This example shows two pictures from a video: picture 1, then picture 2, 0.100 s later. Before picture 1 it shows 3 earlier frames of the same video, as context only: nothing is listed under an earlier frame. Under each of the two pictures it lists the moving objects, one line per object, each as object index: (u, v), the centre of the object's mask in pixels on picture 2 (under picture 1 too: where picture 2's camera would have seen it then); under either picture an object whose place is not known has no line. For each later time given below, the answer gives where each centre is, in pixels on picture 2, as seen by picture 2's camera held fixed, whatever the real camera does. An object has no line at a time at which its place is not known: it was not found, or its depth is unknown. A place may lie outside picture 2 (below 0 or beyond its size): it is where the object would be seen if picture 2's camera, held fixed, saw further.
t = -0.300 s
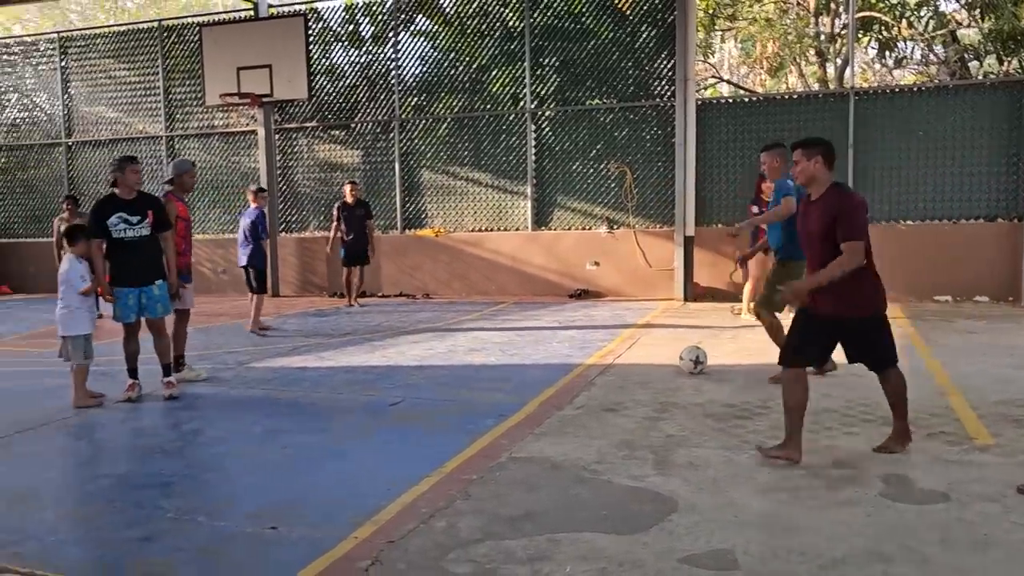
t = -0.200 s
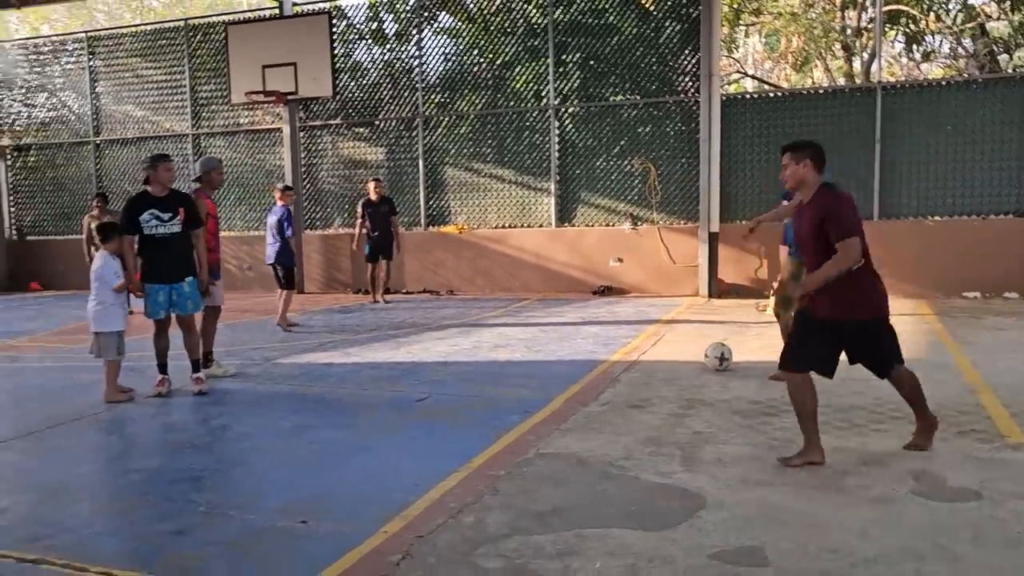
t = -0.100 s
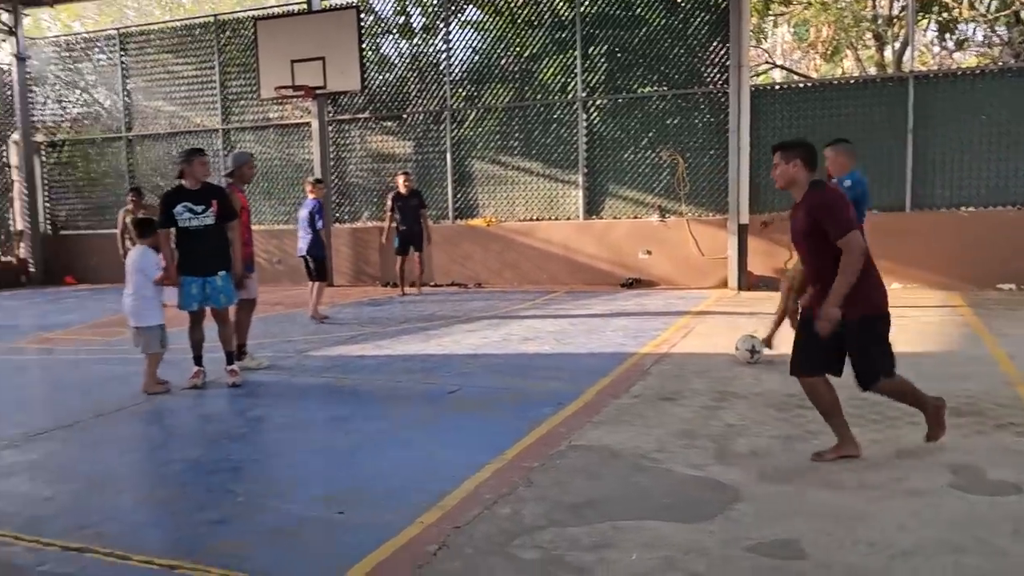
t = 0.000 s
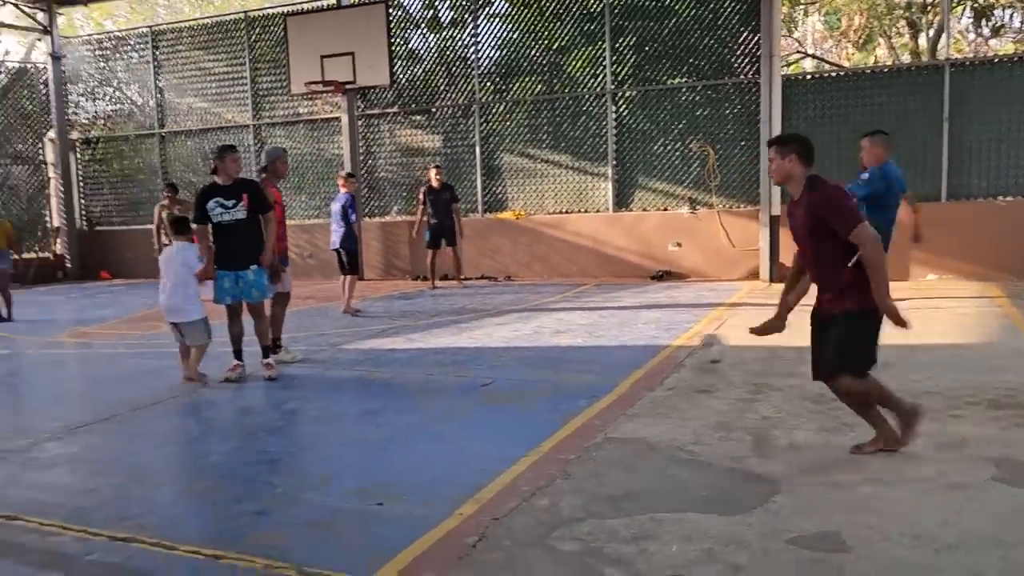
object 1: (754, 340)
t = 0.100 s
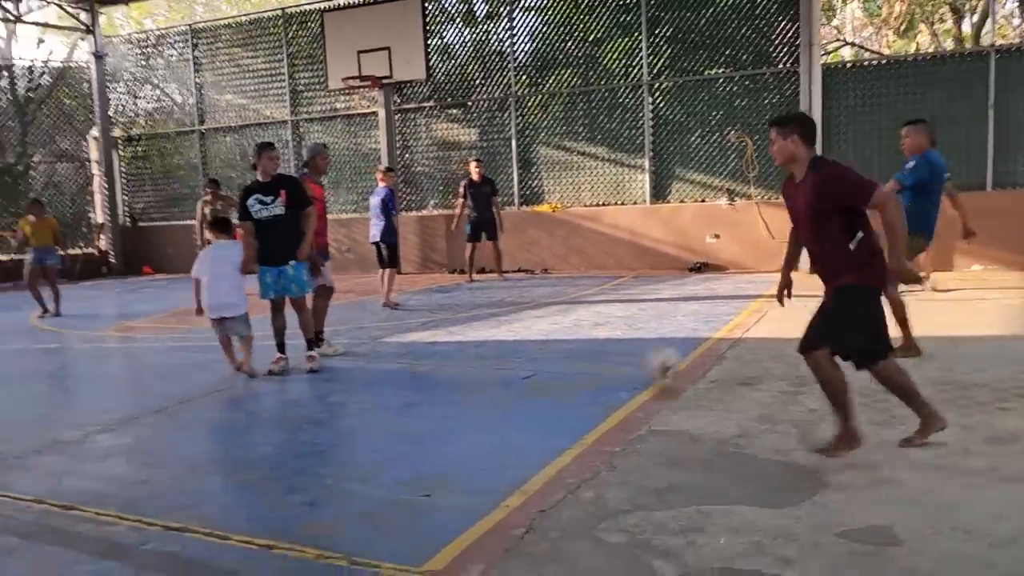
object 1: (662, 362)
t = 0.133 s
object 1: (629, 374)
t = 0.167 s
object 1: (595, 381)
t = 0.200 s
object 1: (565, 385)
